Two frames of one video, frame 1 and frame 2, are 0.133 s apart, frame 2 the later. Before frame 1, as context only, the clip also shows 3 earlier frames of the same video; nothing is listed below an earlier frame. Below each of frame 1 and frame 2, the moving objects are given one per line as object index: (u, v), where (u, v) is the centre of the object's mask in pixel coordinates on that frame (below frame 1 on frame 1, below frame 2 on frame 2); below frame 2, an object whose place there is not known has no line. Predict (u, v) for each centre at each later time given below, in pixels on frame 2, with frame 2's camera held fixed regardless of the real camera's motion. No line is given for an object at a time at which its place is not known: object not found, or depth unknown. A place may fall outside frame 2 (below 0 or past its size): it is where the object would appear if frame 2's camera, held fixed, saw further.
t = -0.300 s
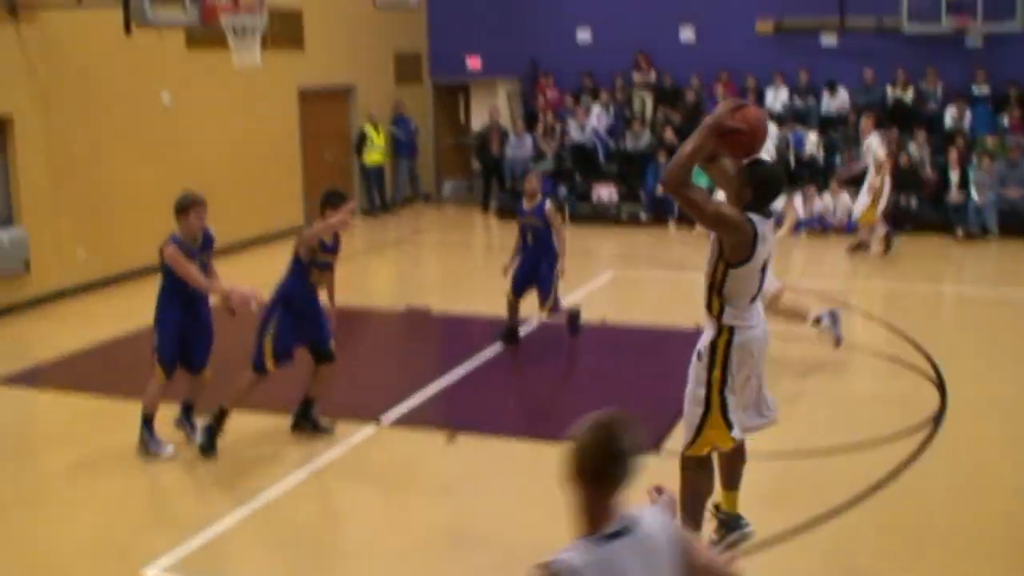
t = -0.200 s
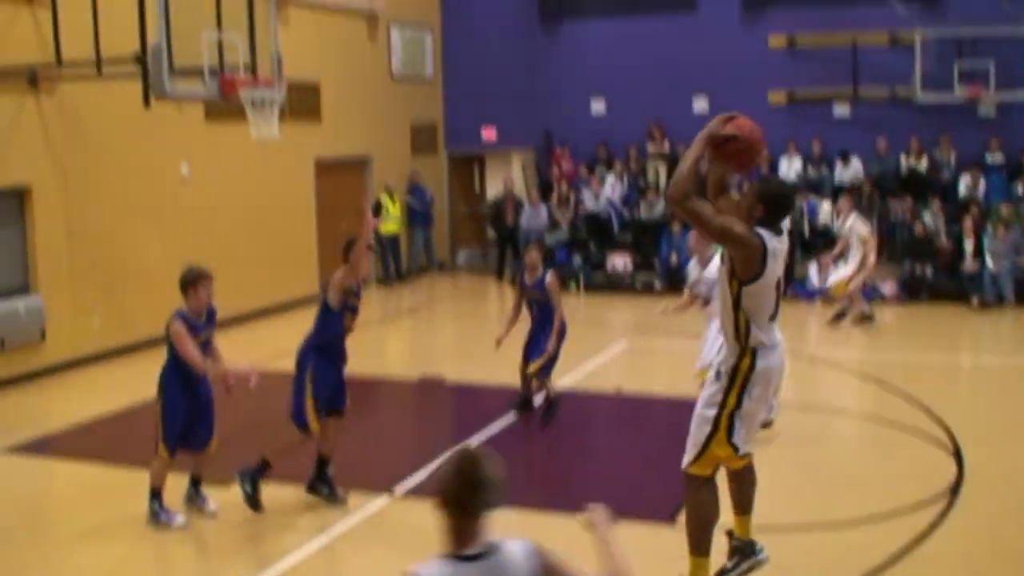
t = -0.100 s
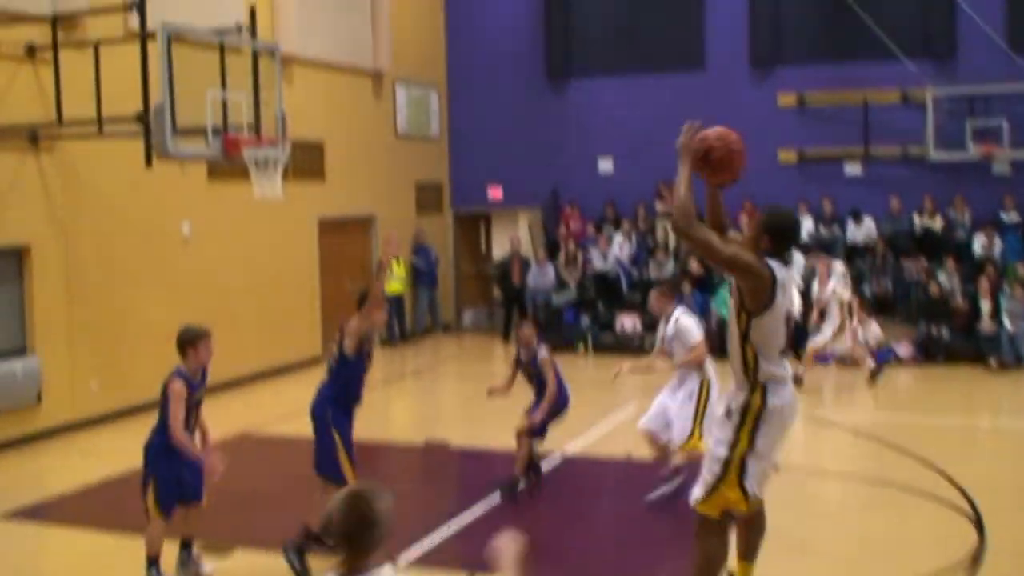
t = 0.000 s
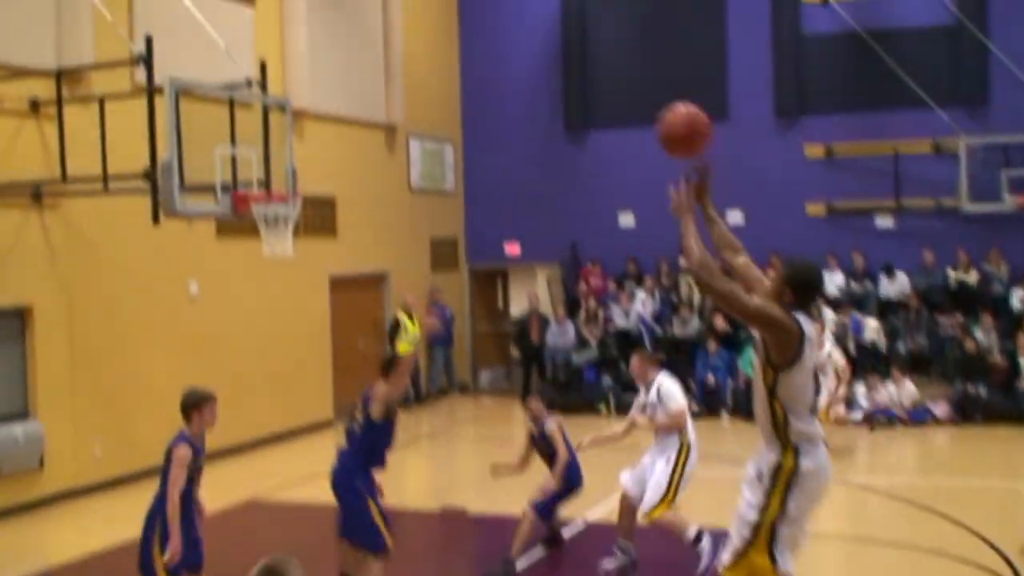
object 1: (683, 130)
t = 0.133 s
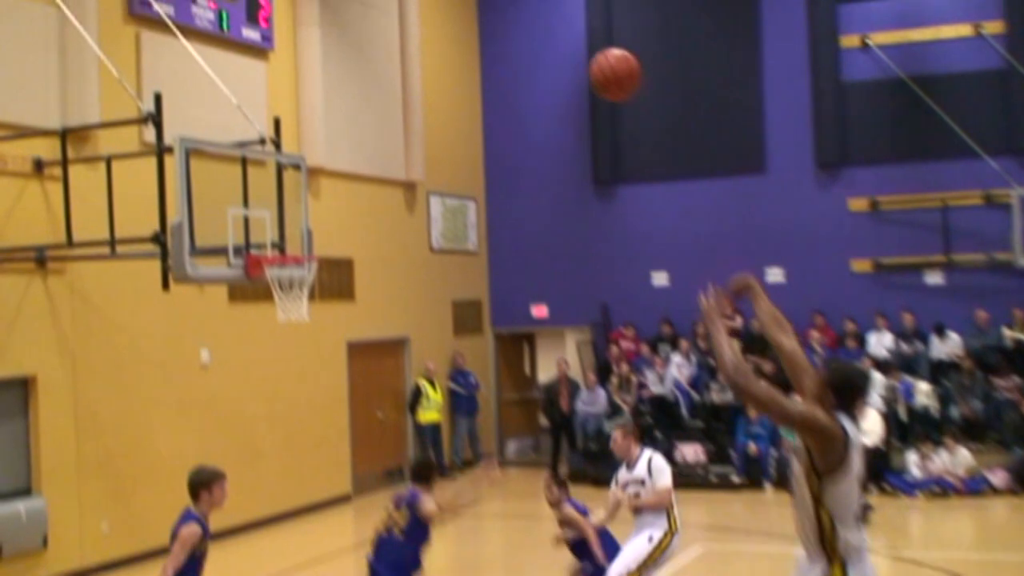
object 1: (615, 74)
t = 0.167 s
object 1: (593, 56)
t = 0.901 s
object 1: (313, 178)
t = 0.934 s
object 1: (306, 197)
